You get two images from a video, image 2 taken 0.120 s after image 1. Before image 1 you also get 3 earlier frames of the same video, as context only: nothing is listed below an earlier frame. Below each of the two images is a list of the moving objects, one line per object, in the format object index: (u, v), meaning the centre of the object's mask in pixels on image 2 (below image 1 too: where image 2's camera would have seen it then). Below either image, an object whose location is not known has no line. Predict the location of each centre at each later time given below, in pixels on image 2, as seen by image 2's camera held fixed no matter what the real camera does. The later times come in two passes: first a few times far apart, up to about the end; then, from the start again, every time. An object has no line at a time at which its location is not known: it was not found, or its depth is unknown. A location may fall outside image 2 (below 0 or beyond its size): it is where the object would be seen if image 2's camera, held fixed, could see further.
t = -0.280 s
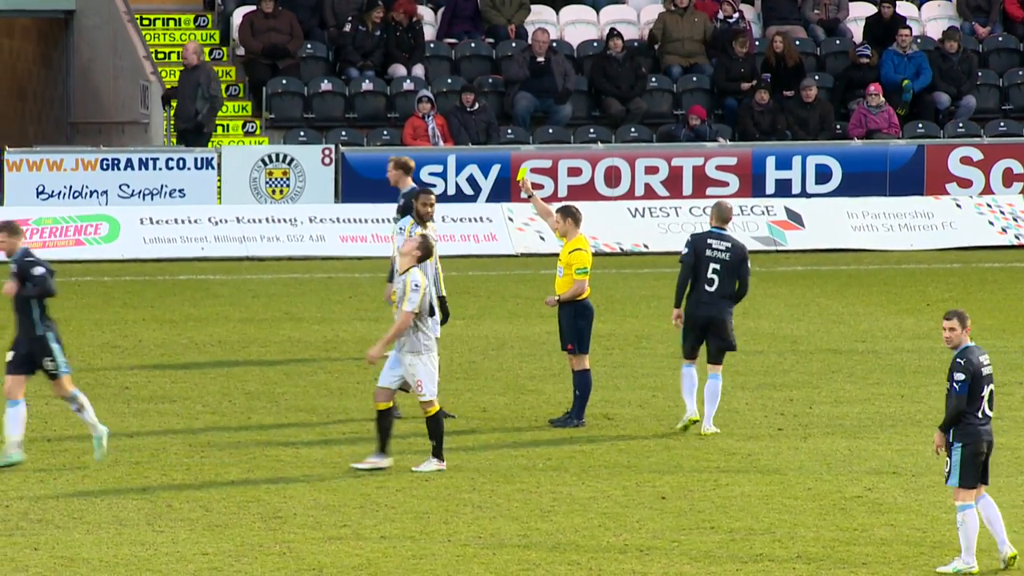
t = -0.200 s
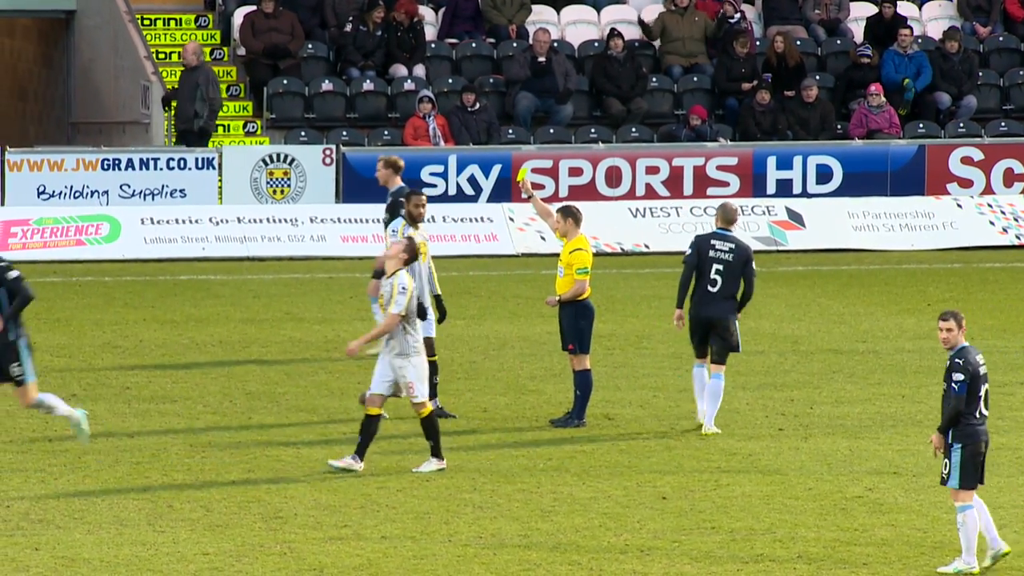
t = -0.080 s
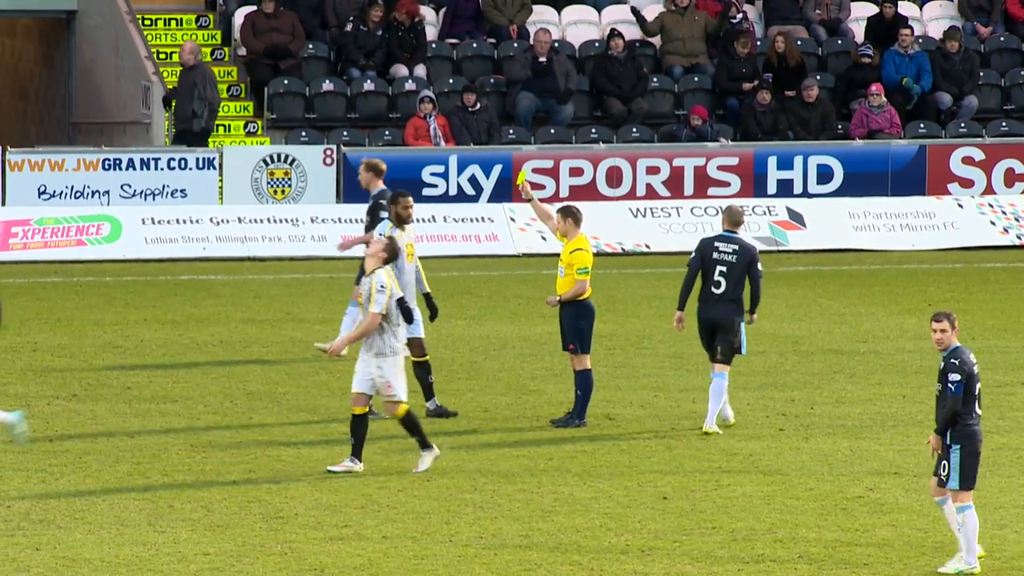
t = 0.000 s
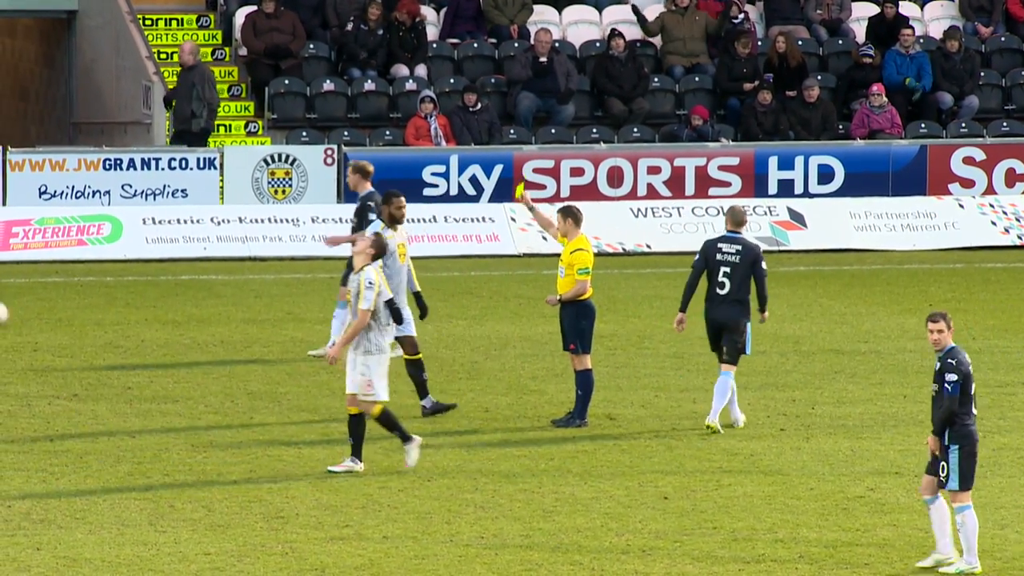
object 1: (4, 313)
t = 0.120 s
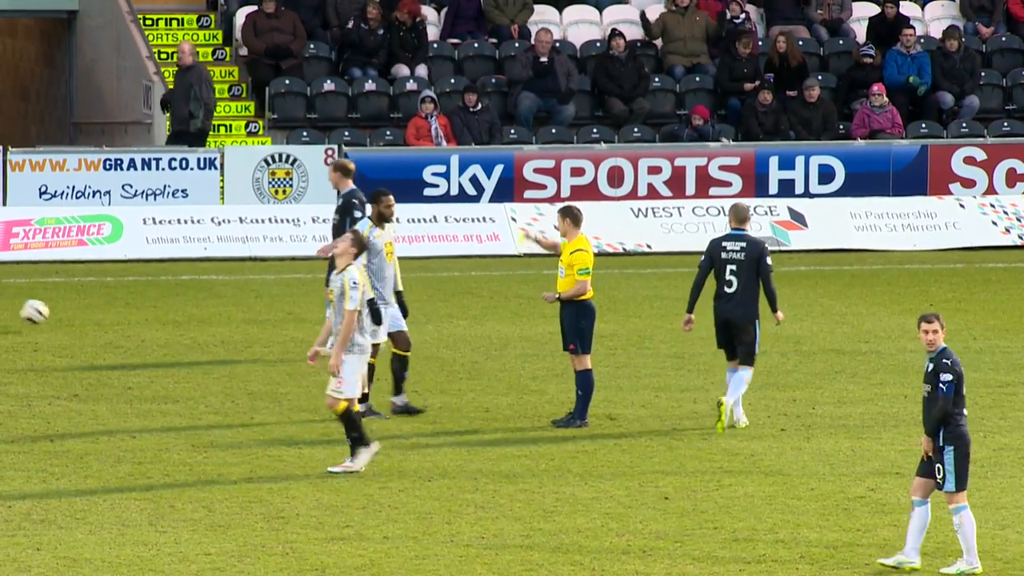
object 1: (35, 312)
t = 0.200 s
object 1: (61, 319)
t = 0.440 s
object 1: (128, 332)
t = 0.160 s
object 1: (48, 315)
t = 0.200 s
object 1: (61, 319)
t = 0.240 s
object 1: (75, 325)
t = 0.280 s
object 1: (86, 324)
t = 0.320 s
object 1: (97, 323)
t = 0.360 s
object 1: (107, 324)
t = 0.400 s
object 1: (118, 327)
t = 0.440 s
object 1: (128, 332)
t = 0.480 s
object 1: (139, 331)
